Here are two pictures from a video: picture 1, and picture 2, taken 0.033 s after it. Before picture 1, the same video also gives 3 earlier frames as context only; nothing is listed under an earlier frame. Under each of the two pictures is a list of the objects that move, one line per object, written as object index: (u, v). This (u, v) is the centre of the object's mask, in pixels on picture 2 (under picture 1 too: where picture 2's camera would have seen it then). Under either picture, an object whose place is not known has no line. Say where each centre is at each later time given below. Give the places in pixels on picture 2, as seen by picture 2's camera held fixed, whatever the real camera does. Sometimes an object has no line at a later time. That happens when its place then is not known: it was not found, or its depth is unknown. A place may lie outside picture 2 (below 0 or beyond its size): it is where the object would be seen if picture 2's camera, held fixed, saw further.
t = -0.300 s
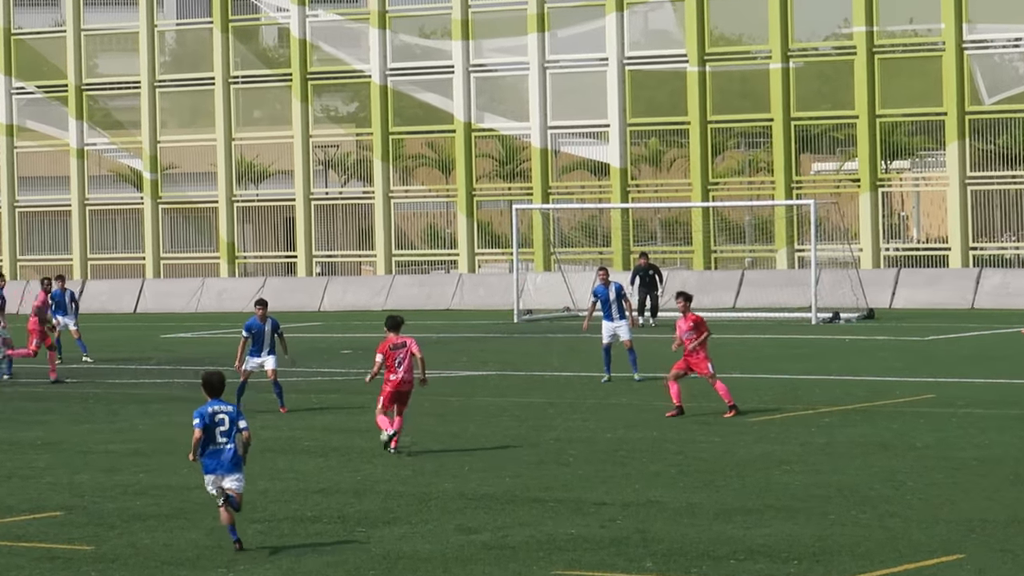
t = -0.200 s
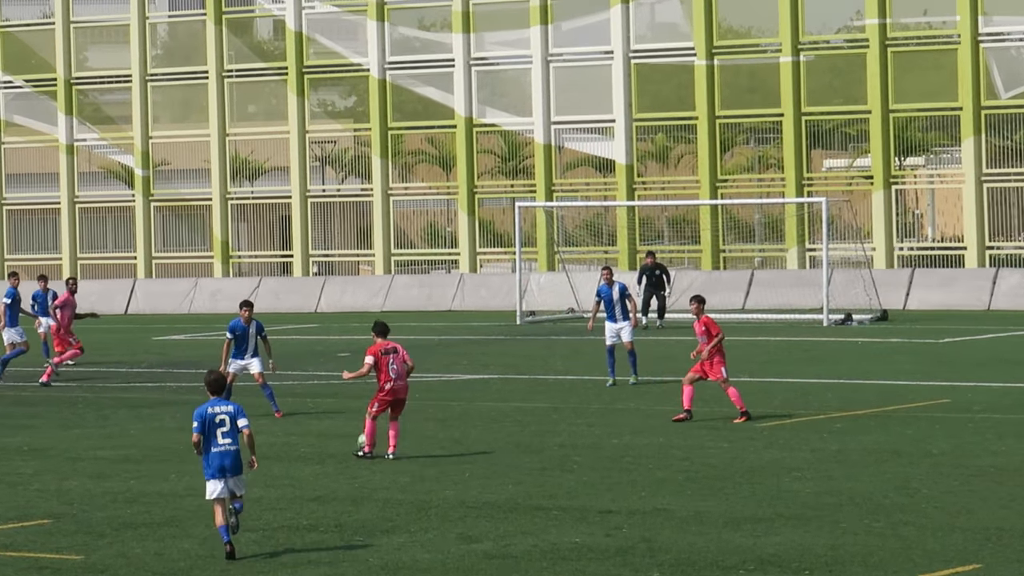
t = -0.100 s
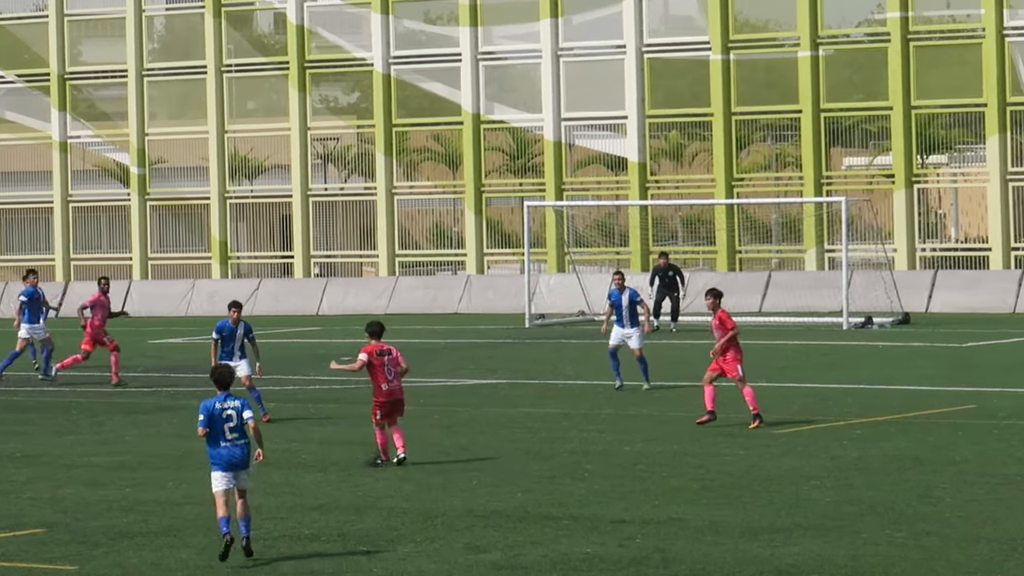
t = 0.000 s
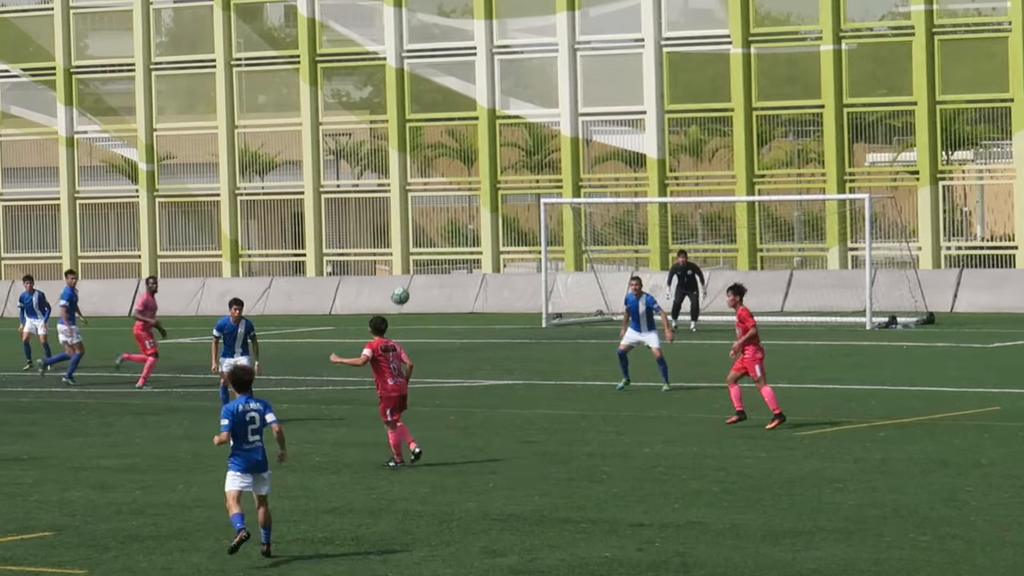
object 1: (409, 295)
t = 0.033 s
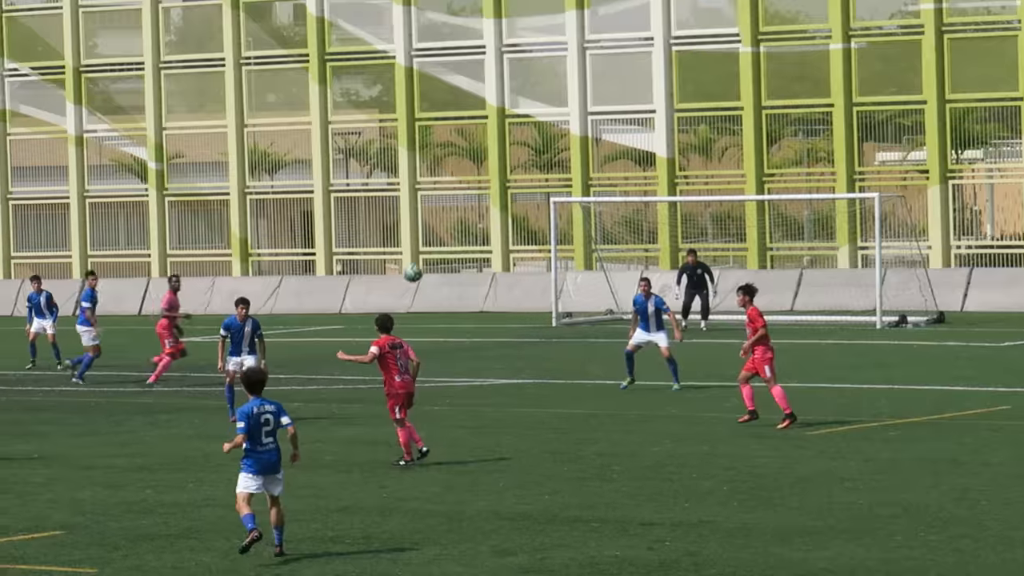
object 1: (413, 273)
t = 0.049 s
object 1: (414, 263)
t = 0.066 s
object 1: (416, 253)
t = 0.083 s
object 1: (417, 243)
